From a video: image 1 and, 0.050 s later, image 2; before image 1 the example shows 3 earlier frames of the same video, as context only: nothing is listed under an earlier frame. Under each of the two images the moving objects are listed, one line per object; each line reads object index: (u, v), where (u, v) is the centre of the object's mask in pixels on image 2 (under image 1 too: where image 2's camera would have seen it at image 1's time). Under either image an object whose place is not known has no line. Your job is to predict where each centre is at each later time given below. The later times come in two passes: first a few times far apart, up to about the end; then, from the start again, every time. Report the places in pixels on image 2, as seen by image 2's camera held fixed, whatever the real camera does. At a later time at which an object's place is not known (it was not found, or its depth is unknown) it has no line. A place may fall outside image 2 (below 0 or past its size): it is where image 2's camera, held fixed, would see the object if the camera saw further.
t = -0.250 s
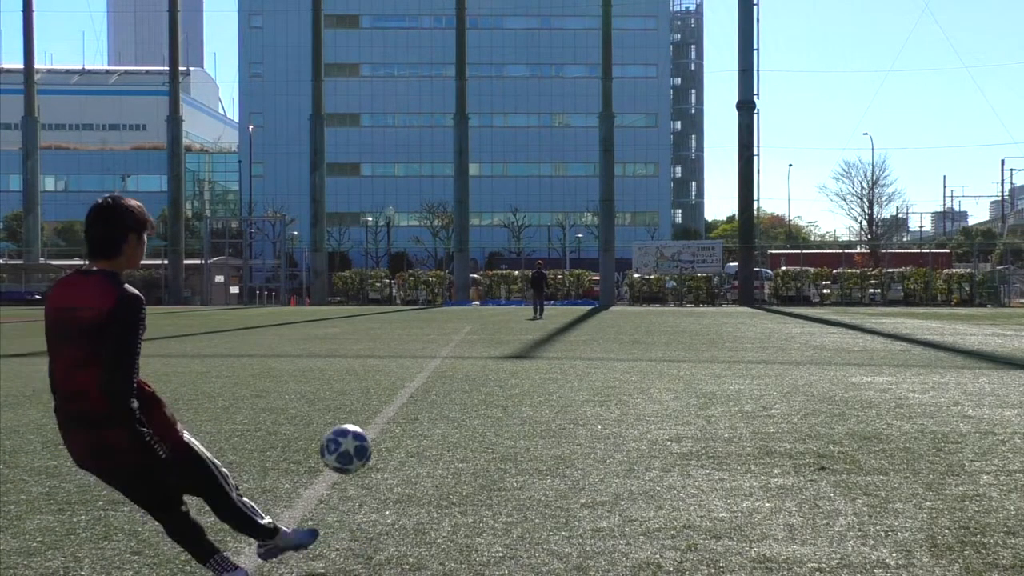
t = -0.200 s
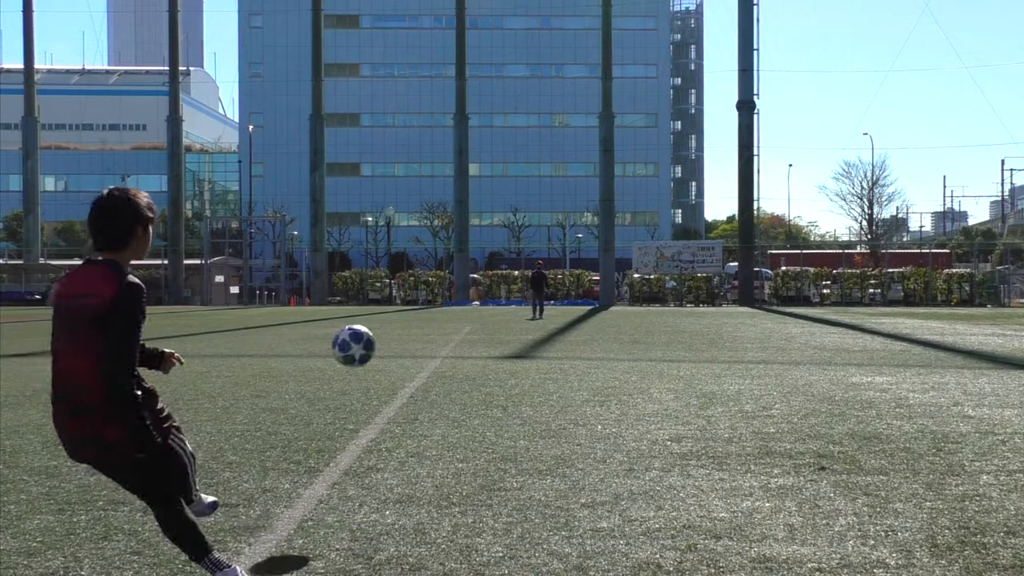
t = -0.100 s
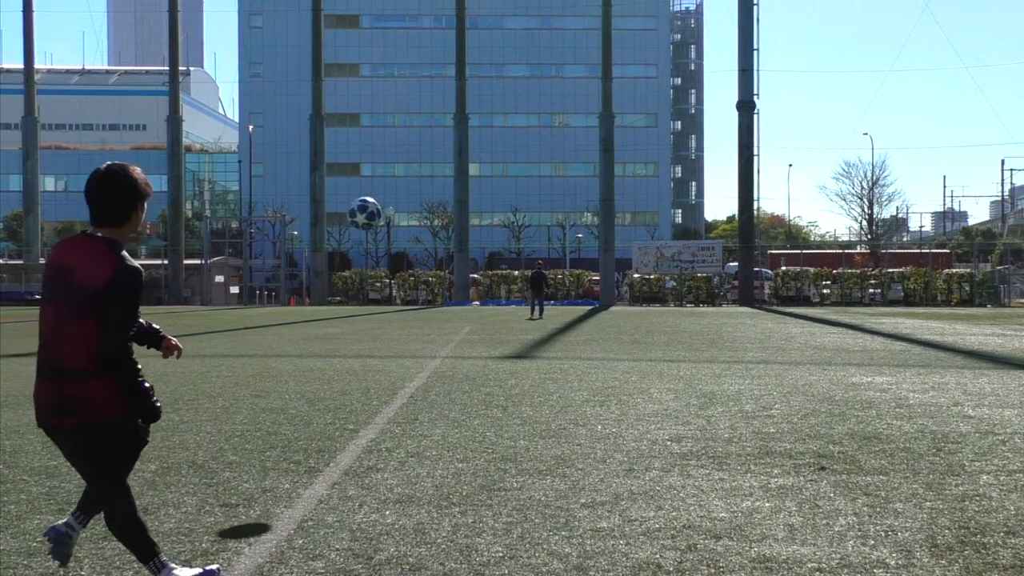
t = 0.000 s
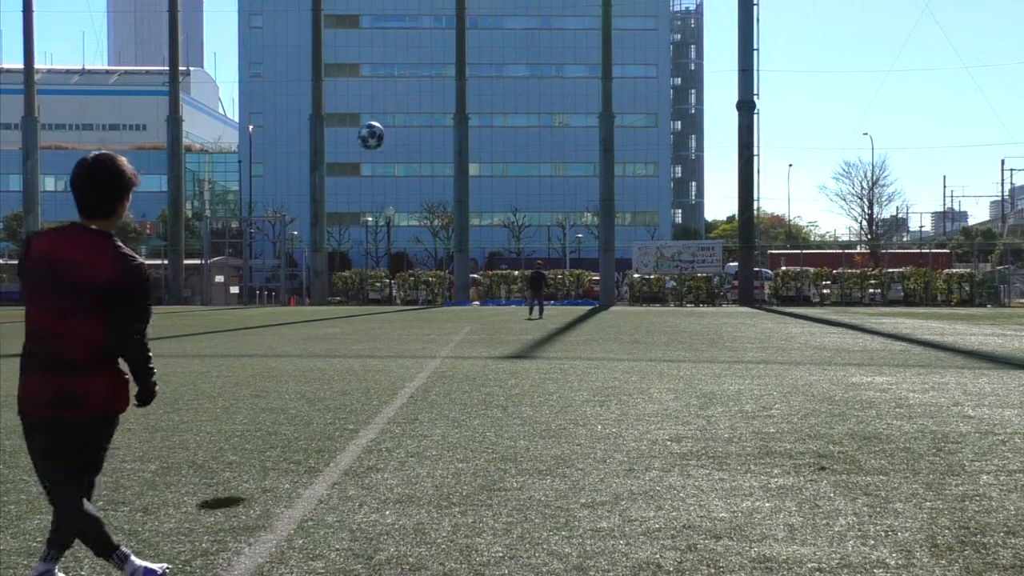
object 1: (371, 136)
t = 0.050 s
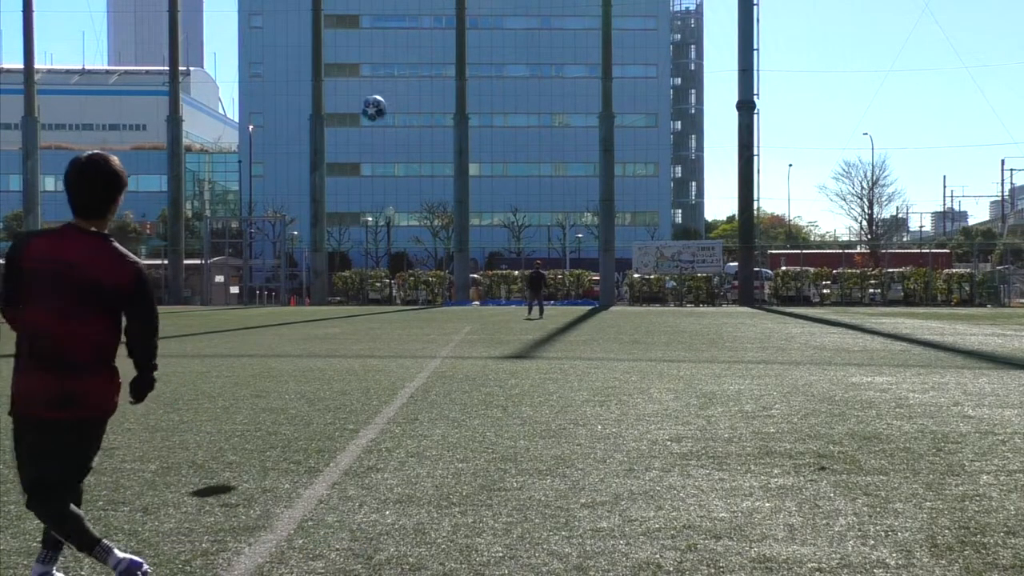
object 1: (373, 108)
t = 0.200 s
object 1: (379, 55)
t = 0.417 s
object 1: (387, 24)
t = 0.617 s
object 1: (393, 21)
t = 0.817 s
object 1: (396, 32)
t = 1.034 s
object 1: (400, 57)
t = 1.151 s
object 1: (401, 74)
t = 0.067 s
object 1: (374, 101)
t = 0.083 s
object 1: (375, 93)
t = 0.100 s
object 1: (376, 87)
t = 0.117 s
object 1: (376, 80)
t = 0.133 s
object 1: (377, 75)
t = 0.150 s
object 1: (377, 69)
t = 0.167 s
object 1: (378, 64)
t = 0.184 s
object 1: (379, 60)
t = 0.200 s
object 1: (379, 55)
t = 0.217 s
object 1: (380, 51)
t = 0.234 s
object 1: (381, 48)
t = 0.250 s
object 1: (381, 45)
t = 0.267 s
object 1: (382, 41)
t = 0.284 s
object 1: (382, 39)
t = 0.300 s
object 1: (383, 36)
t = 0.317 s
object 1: (384, 34)
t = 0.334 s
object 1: (384, 32)
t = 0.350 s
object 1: (385, 30)
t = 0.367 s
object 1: (386, 28)
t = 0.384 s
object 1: (386, 27)
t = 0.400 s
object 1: (387, 26)
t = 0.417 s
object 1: (387, 24)
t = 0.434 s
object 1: (388, 23)
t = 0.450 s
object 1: (388, 22)
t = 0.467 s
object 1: (389, 22)
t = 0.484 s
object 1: (389, 21)
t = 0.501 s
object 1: (390, 21)
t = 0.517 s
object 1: (390, 20)
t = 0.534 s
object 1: (390, 21)
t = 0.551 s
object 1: (391, 20)
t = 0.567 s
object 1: (391, 20)
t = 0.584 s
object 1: (392, 20)
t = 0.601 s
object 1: (392, 20)
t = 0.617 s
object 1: (393, 21)
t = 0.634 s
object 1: (393, 21)
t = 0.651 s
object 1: (393, 22)
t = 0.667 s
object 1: (394, 22)
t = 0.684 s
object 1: (394, 23)
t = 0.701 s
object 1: (394, 24)
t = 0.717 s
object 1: (394, 25)
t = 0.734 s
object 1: (395, 26)
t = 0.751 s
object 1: (395, 27)
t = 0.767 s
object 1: (396, 28)
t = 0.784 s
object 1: (396, 29)
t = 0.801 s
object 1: (396, 30)
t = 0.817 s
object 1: (396, 32)
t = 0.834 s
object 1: (396, 33)
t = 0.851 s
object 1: (397, 35)
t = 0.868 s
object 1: (397, 36)
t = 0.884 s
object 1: (397, 38)
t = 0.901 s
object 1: (398, 40)
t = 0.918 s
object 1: (398, 42)
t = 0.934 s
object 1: (398, 44)
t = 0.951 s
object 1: (399, 46)
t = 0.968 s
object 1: (399, 48)
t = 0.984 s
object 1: (399, 50)
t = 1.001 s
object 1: (399, 52)
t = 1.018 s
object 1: (400, 54)
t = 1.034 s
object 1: (400, 57)
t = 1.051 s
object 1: (400, 59)
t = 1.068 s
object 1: (400, 61)
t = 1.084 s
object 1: (400, 64)
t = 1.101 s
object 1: (401, 67)
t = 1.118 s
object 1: (401, 69)
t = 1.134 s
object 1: (401, 71)
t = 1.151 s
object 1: (401, 74)
